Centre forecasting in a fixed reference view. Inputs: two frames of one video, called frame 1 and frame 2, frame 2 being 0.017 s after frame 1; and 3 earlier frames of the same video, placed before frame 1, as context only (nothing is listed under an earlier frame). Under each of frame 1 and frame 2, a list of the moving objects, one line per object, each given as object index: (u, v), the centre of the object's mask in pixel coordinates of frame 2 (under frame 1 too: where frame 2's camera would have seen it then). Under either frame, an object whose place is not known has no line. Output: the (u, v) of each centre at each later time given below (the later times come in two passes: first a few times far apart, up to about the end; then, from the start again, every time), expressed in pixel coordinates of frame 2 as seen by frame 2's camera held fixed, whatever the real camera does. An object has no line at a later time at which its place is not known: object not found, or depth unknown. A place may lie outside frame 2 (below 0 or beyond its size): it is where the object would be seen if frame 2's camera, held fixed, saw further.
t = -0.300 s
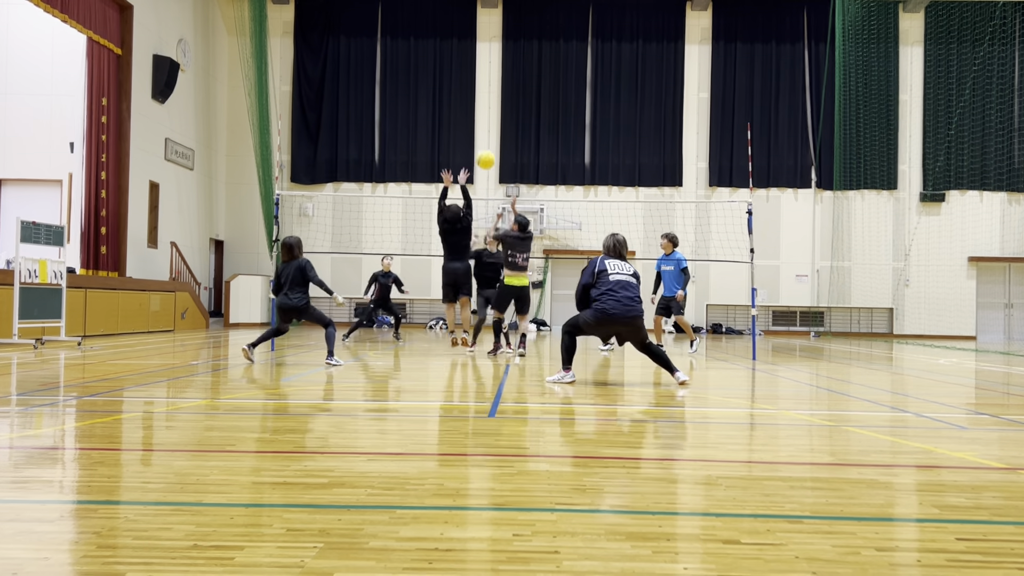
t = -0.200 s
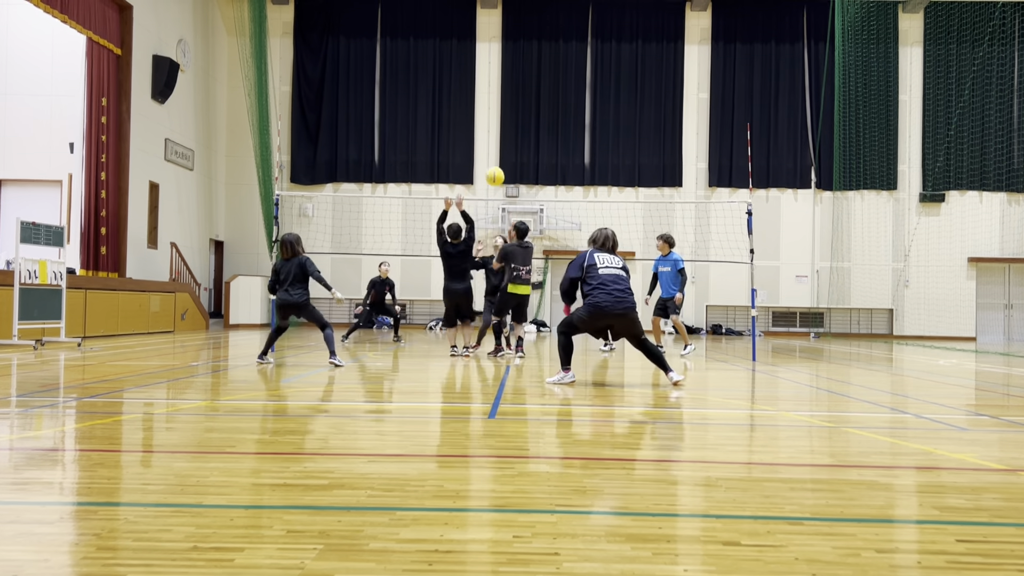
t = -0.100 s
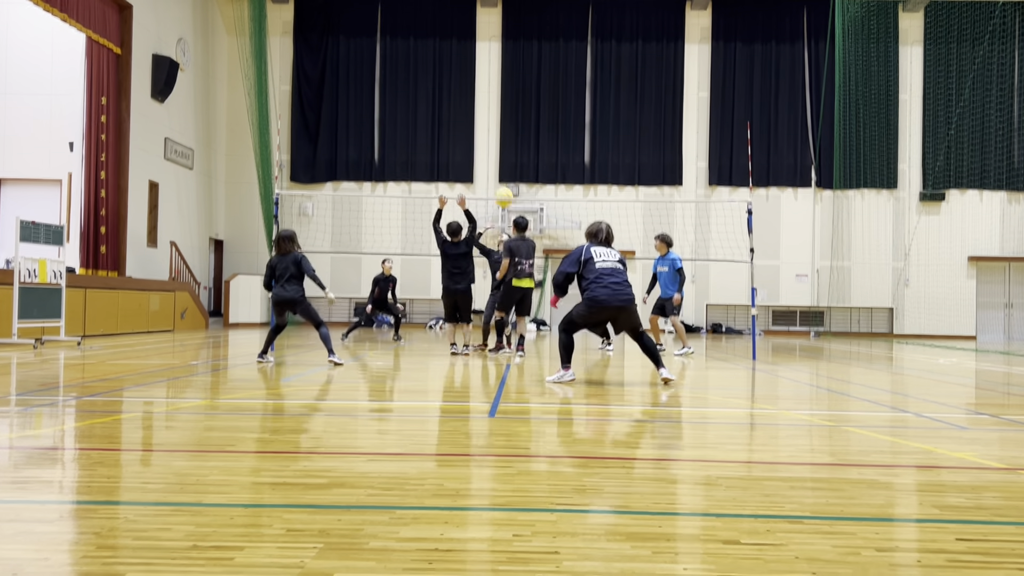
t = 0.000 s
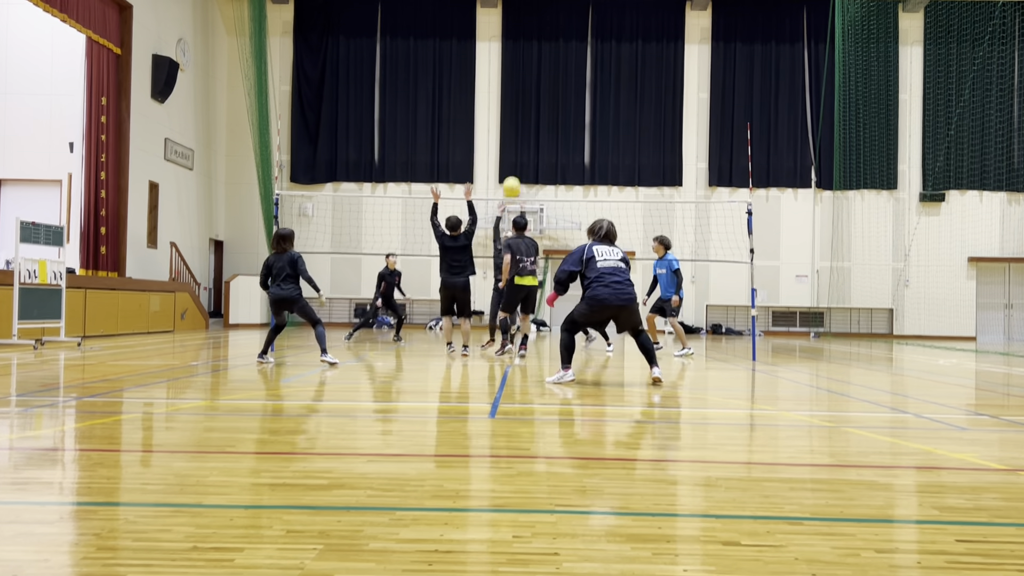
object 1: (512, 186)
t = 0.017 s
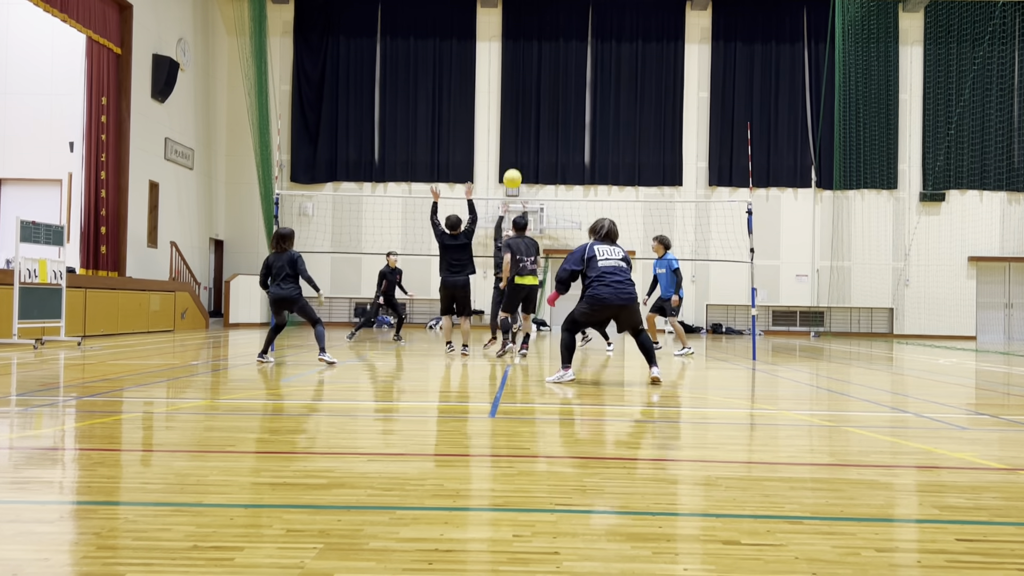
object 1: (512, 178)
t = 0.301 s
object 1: (525, 70)
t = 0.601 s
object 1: (539, 24)
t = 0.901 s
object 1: (550, 42)
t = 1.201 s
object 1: (559, 117)
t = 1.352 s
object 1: (561, 173)
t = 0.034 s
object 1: (513, 171)
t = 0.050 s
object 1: (514, 163)
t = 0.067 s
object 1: (515, 155)
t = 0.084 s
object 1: (516, 148)
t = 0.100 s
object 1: (516, 141)
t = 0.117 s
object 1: (517, 133)
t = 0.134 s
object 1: (518, 127)
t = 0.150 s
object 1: (519, 120)
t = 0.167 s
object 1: (519, 114)
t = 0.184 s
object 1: (520, 107)
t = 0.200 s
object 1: (521, 101)
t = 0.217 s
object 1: (522, 96)
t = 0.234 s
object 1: (522, 90)
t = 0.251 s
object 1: (523, 85)
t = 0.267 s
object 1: (524, 80)
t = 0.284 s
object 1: (525, 75)
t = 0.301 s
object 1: (525, 70)
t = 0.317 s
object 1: (526, 66)
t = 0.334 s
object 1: (527, 62)
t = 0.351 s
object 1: (528, 58)
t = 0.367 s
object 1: (528, 54)
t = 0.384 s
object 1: (529, 51)
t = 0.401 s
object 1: (530, 47)
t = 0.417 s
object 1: (531, 44)
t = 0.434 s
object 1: (532, 42)
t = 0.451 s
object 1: (532, 39)
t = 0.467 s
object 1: (533, 36)
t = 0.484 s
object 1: (534, 34)
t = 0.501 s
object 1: (535, 32)
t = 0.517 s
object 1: (535, 30)
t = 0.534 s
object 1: (536, 29)
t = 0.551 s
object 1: (537, 27)
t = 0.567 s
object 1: (538, 26)
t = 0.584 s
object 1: (538, 25)
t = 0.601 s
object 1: (539, 24)
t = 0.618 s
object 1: (540, 24)
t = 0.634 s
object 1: (540, 23)
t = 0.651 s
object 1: (541, 23)
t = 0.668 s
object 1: (542, 23)
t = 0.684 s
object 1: (542, 23)
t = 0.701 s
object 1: (543, 23)
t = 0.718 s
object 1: (544, 24)
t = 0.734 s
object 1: (544, 25)
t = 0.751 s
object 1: (545, 26)
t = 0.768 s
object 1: (546, 26)
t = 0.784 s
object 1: (546, 28)
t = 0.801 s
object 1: (547, 29)
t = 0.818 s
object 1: (547, 31)
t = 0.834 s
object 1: (548, 33)
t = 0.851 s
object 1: (548, 35)
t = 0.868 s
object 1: (549, 37)
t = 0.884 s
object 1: (549, 39)
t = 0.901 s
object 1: (550, 42)
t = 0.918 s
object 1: (551, 44)
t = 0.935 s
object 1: (551, 47)
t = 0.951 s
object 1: (552, 50)
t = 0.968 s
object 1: (552, 54)
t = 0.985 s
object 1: (553, 57)
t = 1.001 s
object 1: (553, 61)
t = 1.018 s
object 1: (554, 64)
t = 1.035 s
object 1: (554, 68)
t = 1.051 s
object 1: (555, 73)
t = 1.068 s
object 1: (555, 77)
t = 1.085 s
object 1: (556, 81)
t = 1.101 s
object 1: (556, 86)
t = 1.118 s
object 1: (557, 91)
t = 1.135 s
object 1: (557, 96)
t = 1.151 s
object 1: (558, 101)
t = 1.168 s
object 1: (558, 106)
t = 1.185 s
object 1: (558, 111)
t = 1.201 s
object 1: (559, 117)
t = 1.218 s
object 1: (559, 122)
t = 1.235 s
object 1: (559, 128)
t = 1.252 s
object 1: (560, 134)
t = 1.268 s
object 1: (560, 140)
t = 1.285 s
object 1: (560, 147)
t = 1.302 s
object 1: (561, 153)
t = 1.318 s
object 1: (561, 160)
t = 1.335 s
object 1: (561, 166)
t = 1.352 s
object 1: (561, 173)
